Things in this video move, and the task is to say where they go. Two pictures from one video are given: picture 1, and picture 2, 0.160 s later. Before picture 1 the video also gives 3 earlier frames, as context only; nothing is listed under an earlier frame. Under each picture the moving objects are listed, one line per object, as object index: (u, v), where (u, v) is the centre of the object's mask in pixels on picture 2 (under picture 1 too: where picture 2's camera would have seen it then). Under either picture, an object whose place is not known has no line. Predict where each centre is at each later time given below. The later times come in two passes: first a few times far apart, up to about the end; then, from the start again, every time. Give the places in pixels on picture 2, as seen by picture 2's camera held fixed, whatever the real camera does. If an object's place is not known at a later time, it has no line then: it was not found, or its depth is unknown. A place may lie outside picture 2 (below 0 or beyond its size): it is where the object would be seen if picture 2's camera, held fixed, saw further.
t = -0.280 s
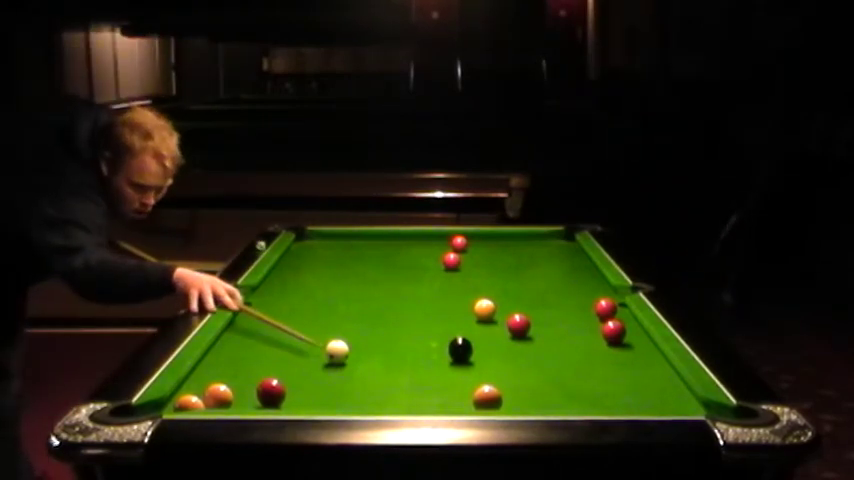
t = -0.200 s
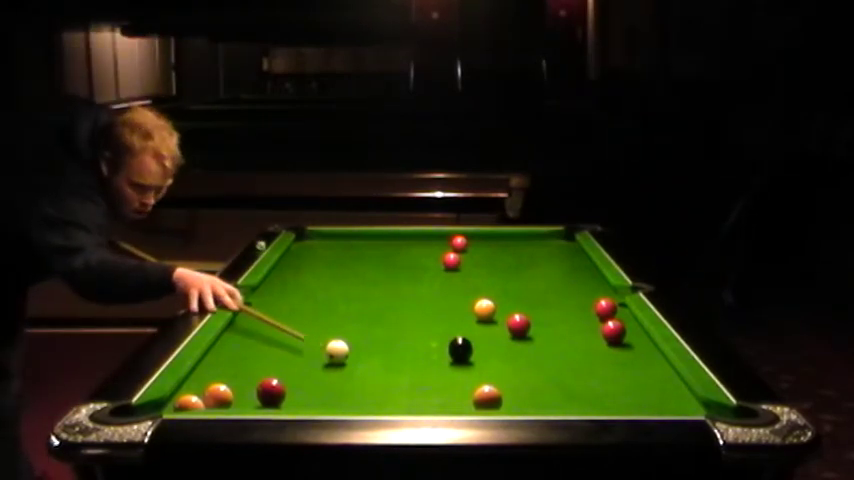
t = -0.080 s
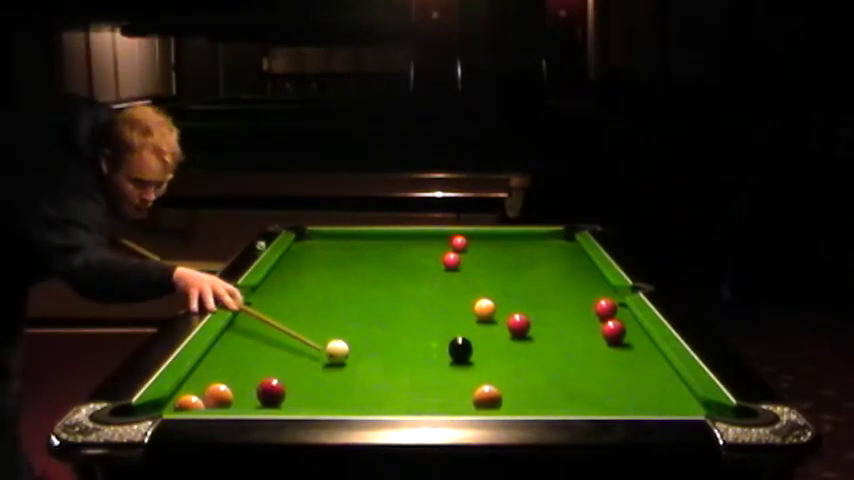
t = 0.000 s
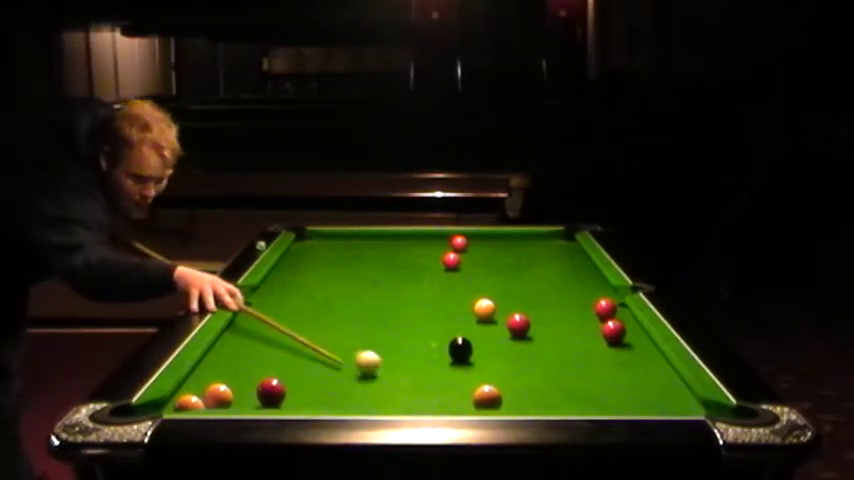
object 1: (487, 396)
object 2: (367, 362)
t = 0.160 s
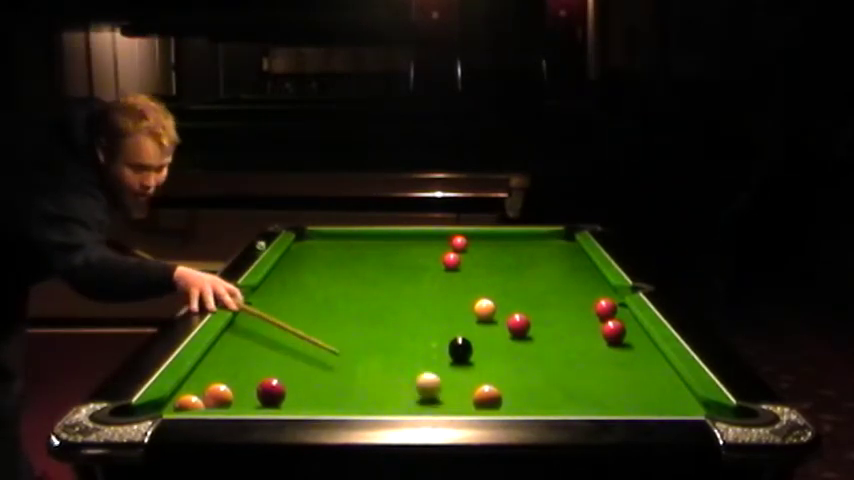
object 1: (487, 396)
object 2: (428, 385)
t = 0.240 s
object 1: (487, 397)
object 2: (452, 392)
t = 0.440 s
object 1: (533, 399)
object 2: (455, 404)
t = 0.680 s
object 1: (588, 402)
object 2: (433, 396)
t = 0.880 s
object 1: (627, 403)
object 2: (418, 388)
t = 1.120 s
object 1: (662, 402)
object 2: (402, 377)
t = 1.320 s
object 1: (688, 402)
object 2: (390, 369)
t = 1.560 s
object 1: (682, 403)
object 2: (378, 362)
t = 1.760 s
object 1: (670, 403)
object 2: (369, 355)
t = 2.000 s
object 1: (658, 403)
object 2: (361, 349)
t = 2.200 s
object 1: (653, 403)
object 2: (355, 345)
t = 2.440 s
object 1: (649, 402)
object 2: (349, 341)
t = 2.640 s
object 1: (648, 402)
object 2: (345, 338)
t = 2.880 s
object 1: (648, 402)
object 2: (342, 335)
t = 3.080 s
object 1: (648, 402)
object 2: (341, 333)
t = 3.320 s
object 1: (648, 402)
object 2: (340, 332)
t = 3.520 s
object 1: (648, 402)
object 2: (340, 331)
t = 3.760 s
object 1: (648, 402)
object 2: (340, 331)
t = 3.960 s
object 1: (648, 402)
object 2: (340, 331)
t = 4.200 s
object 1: (648, 402)
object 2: (340, 331)
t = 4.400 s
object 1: (648, 402)
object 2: (340, 331)
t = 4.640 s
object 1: (648, 402)
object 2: (340, 331)
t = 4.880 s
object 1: (648, 402)
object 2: (340, 331)
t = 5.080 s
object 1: (648, 402)
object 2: (340, 331)
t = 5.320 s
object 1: (648, 402)
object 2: (340, 331)
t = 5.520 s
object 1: (648, 402)
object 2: (340, 331)
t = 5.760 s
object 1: (648, 402)
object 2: (340, 331)
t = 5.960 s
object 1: (648, 402)
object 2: (340, 332)
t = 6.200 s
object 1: (648, 402)
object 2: (340, 331)
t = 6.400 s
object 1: (648, 402)
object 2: (340, 331)
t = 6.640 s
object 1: (648, 402)
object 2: (340, 331)
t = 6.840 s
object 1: (648, 402)
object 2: (340, 331)
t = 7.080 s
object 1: (648, 402)
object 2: (340, 331)
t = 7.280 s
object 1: (648, 402)
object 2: (340, 331)
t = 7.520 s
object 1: (648, 402)
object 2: (340, 331)
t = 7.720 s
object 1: (648, 402)
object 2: (340, 331)
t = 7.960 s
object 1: (648, 402)
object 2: (340, 331)
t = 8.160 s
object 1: (648, 402)
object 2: (340, 331)
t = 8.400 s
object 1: (648, 401)
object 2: (340, 331)
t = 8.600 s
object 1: (648, 402)
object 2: (340, 331)
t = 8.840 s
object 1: (648, 402)
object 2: (340, 331)
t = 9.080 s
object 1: (648, 402)
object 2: (340, 331)
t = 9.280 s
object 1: (648, 402)
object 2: (340, 331)
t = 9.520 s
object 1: (648, 402)
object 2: (340, 331)
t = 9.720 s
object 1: (648, 402)
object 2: (340, 331)
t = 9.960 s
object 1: (648, 402)
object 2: (340, 331)
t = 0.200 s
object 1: (487, 397)
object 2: (440, 389)
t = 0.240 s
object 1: (487, 397)
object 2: (452, 392)
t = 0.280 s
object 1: (493, 397)
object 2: (457, 395)
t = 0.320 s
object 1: (504, 397)
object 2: (456, 398)
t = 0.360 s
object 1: (514, 398)
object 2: (456, 400)
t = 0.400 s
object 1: (523, 398)
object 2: (456, 402)
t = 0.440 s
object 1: (533, 399)
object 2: (455, 404)
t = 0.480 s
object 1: (542, 399)
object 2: (451, 402)
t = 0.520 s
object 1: (552, 400)
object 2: (448, 401)
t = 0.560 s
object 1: (561, 400)
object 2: (444, 400)
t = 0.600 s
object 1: (570, 401)
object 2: (441, 399)
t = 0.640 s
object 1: (579, 401)
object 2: (437, 398)
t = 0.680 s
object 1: (588, 402)
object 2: (433, 396)
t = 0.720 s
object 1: (597, 402)
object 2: (431, 395)
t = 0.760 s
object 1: (606, 403)
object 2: (428, 394)
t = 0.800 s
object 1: (614, 403)
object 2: (424, 391)
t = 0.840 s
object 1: (621, 403)
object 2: (421, 389)
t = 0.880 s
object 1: (627, 403)
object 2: (418, 388)
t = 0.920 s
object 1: (633, 403)
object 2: (415, 386)
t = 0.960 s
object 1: (639, 402)
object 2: (412, 383)
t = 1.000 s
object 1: (645, 402)
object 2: (410, 382)
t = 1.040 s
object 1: (651, 402)
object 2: (407, 380)
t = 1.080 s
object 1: (656, 402)
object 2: (404, 379)
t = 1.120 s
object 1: (662, 402)
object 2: (402, 377)
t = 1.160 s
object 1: (668, 401)
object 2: (399, 376)
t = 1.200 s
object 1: (673, 402)
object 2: (397, 374)
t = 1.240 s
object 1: (678, 402)
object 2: (394, 372)
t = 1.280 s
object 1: (683, 401)
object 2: (392, 370)
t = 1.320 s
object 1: (688, 402)
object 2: (390, 369)
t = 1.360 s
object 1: (692, 401)
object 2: (388, 368)
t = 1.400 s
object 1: (692, 401)
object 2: (386, 367)
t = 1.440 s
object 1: (690, 402)
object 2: (384, 365)
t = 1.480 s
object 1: (687, 402)
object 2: (382, 364)
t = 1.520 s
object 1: (684, 403)
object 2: (380, 363)
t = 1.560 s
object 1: (682, 403)
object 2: (378, 362)
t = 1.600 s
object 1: (680, 403)
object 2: (376, 360)
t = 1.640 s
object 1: (677, 403)
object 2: (374, 359)
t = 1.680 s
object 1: (675, 403)
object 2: (372, 357)
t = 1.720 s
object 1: (673, 403)
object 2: (371, 357)
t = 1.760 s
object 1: (670, 403)
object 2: (369, 355)
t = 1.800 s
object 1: (668, 404)
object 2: (368, 354)
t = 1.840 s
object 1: (666, 404)
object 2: (366, 353)
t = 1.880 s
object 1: (663, 404)
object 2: (364, 352)
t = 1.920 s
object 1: (662, 404)
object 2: (363, 351)
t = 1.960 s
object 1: (660, 404)
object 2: (362, 350)
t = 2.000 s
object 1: (658, 403)
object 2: (361, 349)
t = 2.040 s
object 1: (657, 403)
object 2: (360, 348)
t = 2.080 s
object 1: (656, 403)
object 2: (358, 348)
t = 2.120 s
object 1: (655, 403)
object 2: (357, 346)
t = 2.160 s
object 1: (654, 403)
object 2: (356, 346)
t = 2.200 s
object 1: (653, 403)
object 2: (355, 345)
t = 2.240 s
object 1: (652, 403)
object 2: (354, 344)
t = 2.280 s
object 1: (651, 402)
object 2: (353, 344)
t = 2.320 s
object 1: (650, 402)
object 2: (352, 342)
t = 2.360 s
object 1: (650, 402)
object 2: (351, 342)
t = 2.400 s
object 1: (649, 402)
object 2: (350, 342)
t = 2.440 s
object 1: (649, 402)
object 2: (349, 341)
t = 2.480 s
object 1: (648, 402)
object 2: (348, 340)
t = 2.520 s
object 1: (648, 402)
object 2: (347, 340)
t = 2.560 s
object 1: (648, 402)
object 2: (346, 339)
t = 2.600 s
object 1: (648, 402)
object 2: (346, 339)
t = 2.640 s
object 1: (648, 402)
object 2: (345, 338)
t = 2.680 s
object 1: (648, 402)
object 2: (344, 338)
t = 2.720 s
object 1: (648, 402)
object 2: (344, 337)
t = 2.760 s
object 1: (648, 402)
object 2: (343, 337)
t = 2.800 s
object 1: (648, 402)
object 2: (343, 336)
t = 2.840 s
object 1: (648, 402)
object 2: (343, 336)
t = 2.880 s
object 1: (648, 402)
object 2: (342, 335)
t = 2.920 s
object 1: (648, 402)
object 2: (342, 335)
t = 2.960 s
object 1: (648, 402)
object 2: (342, 334)
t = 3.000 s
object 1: (648, 402)
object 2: (341, 334)
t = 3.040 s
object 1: (648, 402)
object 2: (341, 334)
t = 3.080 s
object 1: (648, 402)
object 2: (341, 333)
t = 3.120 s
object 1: (648, 402)
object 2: (341, 333)
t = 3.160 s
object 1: (648, 402)
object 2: (341, 333)
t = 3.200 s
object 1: (648, 402)
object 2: (340, 332)
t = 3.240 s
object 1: (648, 402)
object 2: (340, 332)
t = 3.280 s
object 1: (648, 402)
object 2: (340, 332)
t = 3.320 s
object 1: (648, 402)
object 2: (340, 332)
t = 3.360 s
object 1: (648, 402)
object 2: (339, 332)
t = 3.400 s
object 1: (648, 402)
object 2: (340, 331)
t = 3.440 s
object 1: (648, 402)
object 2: (340, 331)
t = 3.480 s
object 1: (648, 402)
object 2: (339, 331)
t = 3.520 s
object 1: (648, 402)
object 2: (340, 331)
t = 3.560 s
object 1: (648, 402)
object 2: (340, 331)
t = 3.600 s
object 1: (648, 402)
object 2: (340, 331)
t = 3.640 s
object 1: (648, 402)
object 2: (340, 331)
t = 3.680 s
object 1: (648, 401)
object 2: (340, 331)
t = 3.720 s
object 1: (648, 402)
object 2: (340, 331)
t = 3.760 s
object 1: (648, 402)
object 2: (340, 331)
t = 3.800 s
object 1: (648, 402)
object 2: (340, 331)
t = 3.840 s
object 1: (648, 402)
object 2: (340, 331)
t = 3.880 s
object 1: (648, 401)
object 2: (340, 331)
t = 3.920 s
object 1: (648, 402)
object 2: (340, 331)
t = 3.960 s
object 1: (648, 402)
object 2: (340, 331)
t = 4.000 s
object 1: (648, 402)
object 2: (340, 331)
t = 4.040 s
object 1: (648, 402)
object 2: (340, 331)
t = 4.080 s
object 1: (648, 402)
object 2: (340, 331)
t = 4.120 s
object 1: (648, 401)
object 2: (340, 331)
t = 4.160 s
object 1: (648, 402)
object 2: (340, 331)
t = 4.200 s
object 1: (648, 402)
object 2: (340, 331)
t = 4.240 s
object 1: (648, 401)
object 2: (340, 331)
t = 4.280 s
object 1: (648, 402)
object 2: (340, 331)
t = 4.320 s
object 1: (648, 402)
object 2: (340, 331)
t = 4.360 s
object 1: (648, 402)
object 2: (340, 331)
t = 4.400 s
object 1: (648, 402)
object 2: (340, 331)
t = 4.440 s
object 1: (648, 402)
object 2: (340, 331)
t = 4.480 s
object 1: (648, 402)
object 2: (340, 331)
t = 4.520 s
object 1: (648, 402)
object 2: (340, 331)
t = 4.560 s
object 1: (648, 402)
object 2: (340, 331)
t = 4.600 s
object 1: (648, 402)
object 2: (340, 331)
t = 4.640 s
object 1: (648, 402)
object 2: (340, 331)
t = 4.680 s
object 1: (648, 402)
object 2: (340, 331)
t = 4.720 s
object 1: (648, 402)
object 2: (340, 331)
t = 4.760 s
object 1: (648, 402)
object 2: (340, 331)
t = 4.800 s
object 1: (648, 402)
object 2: (340, 331)
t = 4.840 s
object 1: (648, 402)
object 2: (340, 331)
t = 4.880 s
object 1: (648, 402)
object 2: (340, 331)
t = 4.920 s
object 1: (648, 402)
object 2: (340, 331)
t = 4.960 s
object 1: (648, 402)
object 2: (340, 331)
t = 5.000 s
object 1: (648, 402)
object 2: (340, 331)
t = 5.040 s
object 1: (648, 402)
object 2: (340, 331)
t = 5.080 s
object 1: (648, 402)
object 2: (340, 331)
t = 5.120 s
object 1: (648, 402)
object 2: (340, 331)
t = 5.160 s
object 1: (648, 402)
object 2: (340, 331)
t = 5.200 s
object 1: (648, 402)
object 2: (340, 331)
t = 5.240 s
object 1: (648, 402)
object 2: (340, 331)
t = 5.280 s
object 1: (648, 402)
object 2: (340, 331)
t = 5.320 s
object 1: (648, 402)
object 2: (340, 331)
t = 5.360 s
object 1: (648, 402)
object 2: (340, 331)
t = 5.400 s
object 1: (648, 402)
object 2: (340, 331)
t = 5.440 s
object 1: (648, 402)
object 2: (340, 331)
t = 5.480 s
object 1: (648, 402)
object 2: (340, 331)
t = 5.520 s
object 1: (648, 402)
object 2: (340, 331)
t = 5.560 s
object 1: (648, 402)
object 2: (340, 331)
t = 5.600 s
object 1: (648, 402)
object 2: (340, 331)
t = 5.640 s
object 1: (648, 402)
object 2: (340, 331)
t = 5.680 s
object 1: (648, 402)
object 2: (340, 331)
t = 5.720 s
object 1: (648, 402)
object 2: (340, 331)
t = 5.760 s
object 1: (648, 402)
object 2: (340, 331)
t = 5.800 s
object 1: (648, 402)
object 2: (340, 332)
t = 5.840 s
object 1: (648, 402)
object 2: (340, 331)
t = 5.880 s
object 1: (648, 402)
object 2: (340, 332)
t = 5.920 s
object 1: (648, 402)
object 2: (340, 331)
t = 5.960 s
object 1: (648, 402)
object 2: (340, 332)
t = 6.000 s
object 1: (648, 402)
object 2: (340, 331)
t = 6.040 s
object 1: (648, 402)
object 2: (340, 331)
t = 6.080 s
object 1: (648, 402)
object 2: (340, 331)
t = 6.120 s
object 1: (648, 402)
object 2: (340, 331)
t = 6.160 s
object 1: (648, 402)
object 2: (340, 331)
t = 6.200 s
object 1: (648, 402)
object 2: (340, 331)
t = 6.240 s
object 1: (648, 402)
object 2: (340, 331)
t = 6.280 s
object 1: (648, 401)
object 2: (340, 331)
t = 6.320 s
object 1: (648, 402)
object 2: (340, 331)
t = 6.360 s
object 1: (648, 402)
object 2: (340, 331)
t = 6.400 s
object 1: (648, 402)
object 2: (340, 331)
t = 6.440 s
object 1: (648, 402)
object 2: (340, 331)
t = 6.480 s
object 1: (648, 402)
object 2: (340, 331)
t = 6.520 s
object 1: (648, 402)
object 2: (340, 331)
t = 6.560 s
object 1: (648, 402)
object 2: (340, 331)
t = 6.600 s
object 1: (648, 402)
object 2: (340, 331)
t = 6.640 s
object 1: (648, 402)
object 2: (340, 331)
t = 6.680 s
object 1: (648, 402)
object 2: (340, 331)
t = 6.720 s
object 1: (648, 402)
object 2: (340, 332)
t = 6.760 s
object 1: (648, 402)
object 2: (340, 331)
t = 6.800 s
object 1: (648, 402)
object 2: (340, 331)
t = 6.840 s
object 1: (648, 402)
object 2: (340, 331)
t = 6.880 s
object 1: (648, 402)
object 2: (340, 331)
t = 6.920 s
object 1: (648, 402)
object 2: (340, 331)
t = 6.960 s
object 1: (648, 402)
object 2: (340, 331)
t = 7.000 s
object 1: (648, 402)
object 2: (340, 331)
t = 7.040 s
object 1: (648, 402)
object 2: (340, 331)
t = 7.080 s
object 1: (648, 402)
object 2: (340, 331)
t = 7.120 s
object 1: (648, 401)
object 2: (340, 331)
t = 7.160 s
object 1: (648, 402)
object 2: (340, 331)
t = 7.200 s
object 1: (648, 402)
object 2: (340, 331)
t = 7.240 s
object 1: (648, 401)
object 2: (340, 331)
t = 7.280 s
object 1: (648, 402)
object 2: (340, 331)
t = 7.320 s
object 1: (648, 402)
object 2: (340, 331)
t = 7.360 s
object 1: (648, 402)
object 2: (340, 331)
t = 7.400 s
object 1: (648, 402)
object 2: (340, 331)
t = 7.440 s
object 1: (648, 402)
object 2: (340, 331)
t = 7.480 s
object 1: (648, 401)
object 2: (340, 331)
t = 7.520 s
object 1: (648, 402)
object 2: (340, 331)
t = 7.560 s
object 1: (648, 402)
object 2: (340, 331)
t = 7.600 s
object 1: (648, 402)
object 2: (340, 331)
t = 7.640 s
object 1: (648, 402)
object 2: (340, 331)
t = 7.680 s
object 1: (648, 402)
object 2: (340, 331)
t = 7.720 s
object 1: (648, 402)
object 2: (340, 331)
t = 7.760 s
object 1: (648, 402)
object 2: (340, 331)
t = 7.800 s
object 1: (648, 402)
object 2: (340, 331)
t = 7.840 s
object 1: (648, 402)
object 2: (340, 331)
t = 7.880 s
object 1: (648, 402)
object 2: (340, 331)
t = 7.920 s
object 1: (648, 402)
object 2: (340, 331)
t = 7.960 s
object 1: (648, 402)
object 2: (340, 331)
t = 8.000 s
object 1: (648, 402)
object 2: (340, 331)
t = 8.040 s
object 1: (648, 402)
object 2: (340, 331)
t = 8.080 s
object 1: (648, 402)
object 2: (340, 331)
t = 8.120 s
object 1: (648, 402)
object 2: (340, 331)
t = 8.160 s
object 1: (648, 402)
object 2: (340, 331)
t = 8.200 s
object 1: (648, 402)
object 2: (340, 331)
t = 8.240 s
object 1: (648, 402)
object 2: (340, 331)
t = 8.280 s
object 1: (648, 402)
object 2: (340, 331)
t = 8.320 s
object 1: (648, 402)
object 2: (340, 331)
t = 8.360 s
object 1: (648, 402)
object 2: (340, 331)
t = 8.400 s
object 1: (648, 401)
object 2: (340, 331)
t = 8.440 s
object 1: (648, 401)
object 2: (340, 332)
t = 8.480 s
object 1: (648, 402)
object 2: (340, 331)
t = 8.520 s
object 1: (648, 402)
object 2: (340, 332)
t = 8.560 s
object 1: (648, 402)
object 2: (340, 331)
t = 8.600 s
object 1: (648, 402)
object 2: (340, 331)
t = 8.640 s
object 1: (648, 402)
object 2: (340, 331)
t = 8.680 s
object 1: (648, 402)
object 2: (340, 331)
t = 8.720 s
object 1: (648, 402)
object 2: (340, 331)
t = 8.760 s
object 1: (648, 402)
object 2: (340, 331)
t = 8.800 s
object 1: (648, 402)
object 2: (340, 331)
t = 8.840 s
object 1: (648, 402)
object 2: (340, 331)
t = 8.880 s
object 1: (648, 402)
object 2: (340, 331)
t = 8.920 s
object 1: (648, 402)
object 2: (340, 331)
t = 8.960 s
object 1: (648, 402)
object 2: (340, 331)
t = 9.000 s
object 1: (648, 402)
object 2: (340, 331)
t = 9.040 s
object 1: (648, 402)
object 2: (340, 331)
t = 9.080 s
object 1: (648, 402)
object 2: (340, 331)
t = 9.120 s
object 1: (648, 402)
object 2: (340, 331)
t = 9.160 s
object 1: (648, 402)
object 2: (340, 331)
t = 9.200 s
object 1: (648, 402)
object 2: (340, 331)
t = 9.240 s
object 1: (648, 402)
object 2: (340, 331)
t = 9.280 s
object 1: (648, 402)
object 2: (340, 331)
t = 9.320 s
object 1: (648, 402)
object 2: (340, 331)
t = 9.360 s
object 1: (648, 402)
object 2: (340, 331)
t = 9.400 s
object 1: (648, 402)
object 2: (340, 331)
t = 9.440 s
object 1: (648, 402)
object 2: (340, 331)
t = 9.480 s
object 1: (648, 402)
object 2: (340, 331)
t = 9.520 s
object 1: (648, 402)
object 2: (340, 331)
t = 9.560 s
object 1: (648, 402)
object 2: (340, 331)
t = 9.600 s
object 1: (648, 402)
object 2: (340, 331)
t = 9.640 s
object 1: (648, 402)
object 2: (340, 331)
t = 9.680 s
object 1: (648, 402)
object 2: (340, 331)
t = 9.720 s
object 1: (648, 402)
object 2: (340, 331)
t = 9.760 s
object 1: (648, 402)
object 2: (340, 331)
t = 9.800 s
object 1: (648, 402)
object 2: (340, 331)
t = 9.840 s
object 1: (648, 402)
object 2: (340, 331)
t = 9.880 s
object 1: (648, 402)
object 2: (340, 331)
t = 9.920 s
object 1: (648, 402)
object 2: (340, 331)
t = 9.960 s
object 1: (648, 402)
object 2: (340, 331)
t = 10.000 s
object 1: (648, 402)
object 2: (340, 331)
